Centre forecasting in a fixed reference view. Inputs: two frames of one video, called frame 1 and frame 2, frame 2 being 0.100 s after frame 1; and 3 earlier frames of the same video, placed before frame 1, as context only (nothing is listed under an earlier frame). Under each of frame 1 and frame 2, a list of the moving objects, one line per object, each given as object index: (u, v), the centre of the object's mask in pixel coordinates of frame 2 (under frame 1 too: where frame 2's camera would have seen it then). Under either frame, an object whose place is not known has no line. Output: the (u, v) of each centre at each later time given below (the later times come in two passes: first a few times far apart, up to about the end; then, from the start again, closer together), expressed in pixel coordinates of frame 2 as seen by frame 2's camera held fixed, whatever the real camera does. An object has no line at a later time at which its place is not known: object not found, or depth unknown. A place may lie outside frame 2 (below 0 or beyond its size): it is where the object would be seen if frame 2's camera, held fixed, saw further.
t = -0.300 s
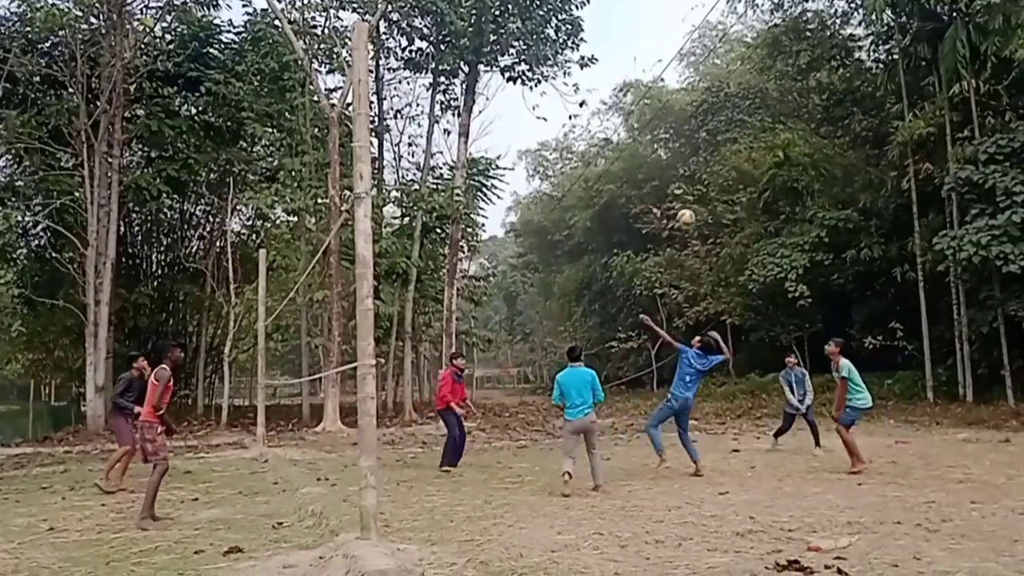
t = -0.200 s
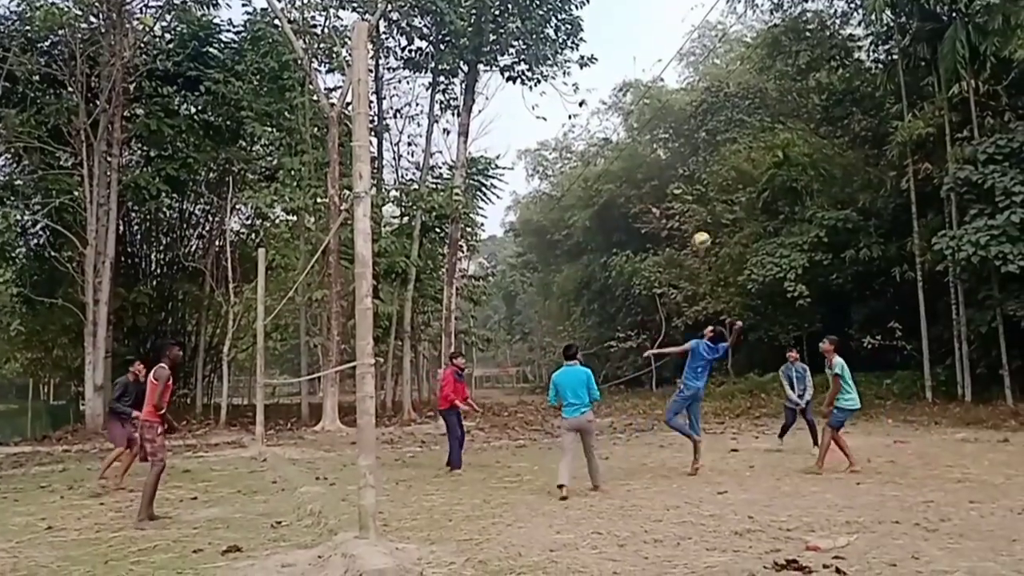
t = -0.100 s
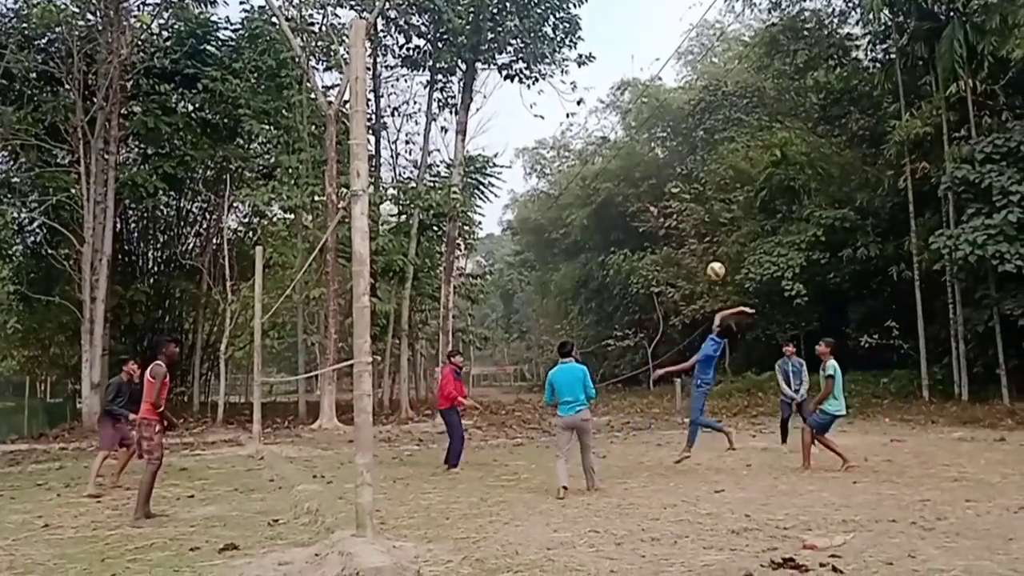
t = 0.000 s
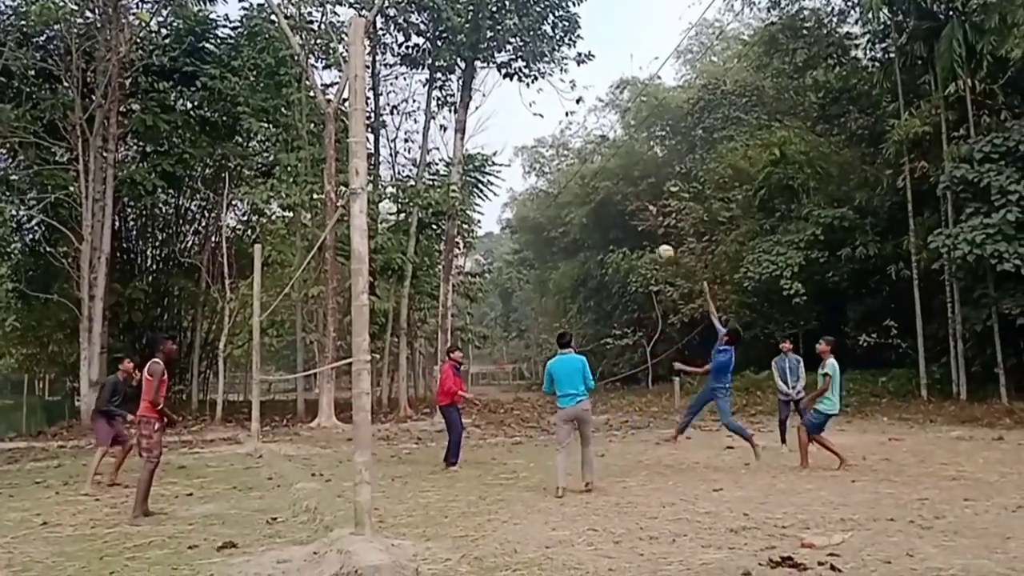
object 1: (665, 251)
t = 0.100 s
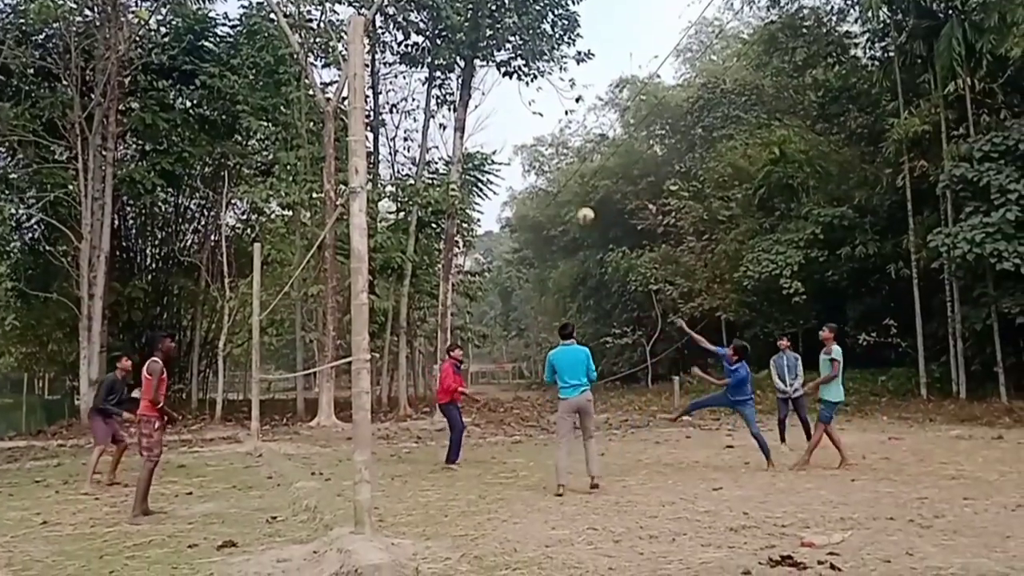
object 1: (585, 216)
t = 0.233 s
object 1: (489, 182)
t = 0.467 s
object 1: (335, 150)
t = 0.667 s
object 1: (215, 153)
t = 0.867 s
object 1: (110, 187)
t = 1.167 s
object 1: (-33, 281)
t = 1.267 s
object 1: (-76, 321)
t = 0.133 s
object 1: (560, 205)
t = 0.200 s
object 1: (512, 189)
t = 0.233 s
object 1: (489, 182)
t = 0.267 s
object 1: (465, 173)
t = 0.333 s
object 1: (422, 162)
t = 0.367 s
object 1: (397, 159)
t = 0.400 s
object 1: (375, 155)
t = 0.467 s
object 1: (335, 150)
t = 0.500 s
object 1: (314, 149)
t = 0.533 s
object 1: (293, 147)
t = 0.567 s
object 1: (273, 148)
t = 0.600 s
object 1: (253, 149)
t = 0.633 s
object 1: (233, 151)
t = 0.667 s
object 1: (215, 153)
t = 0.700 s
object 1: (197, 157)
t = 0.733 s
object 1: (178, 162)
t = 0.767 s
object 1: (161, 167)
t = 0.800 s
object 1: (143, 173)
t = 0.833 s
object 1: (125, 180)
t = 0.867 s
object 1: (110, 187)
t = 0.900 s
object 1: (93, 194)
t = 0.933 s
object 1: (76, 204)
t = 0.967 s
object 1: (61, 213)
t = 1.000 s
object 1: (46, 222)
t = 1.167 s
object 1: (-33, 281)
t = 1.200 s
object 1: (-48, 294)
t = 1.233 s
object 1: (-62, 307)
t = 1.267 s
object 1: (-76, 321)
